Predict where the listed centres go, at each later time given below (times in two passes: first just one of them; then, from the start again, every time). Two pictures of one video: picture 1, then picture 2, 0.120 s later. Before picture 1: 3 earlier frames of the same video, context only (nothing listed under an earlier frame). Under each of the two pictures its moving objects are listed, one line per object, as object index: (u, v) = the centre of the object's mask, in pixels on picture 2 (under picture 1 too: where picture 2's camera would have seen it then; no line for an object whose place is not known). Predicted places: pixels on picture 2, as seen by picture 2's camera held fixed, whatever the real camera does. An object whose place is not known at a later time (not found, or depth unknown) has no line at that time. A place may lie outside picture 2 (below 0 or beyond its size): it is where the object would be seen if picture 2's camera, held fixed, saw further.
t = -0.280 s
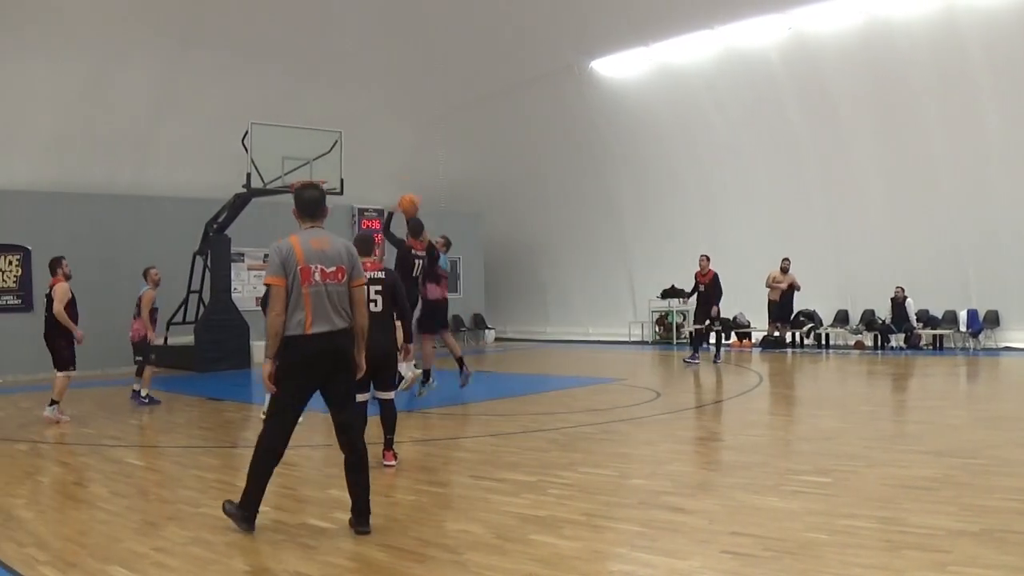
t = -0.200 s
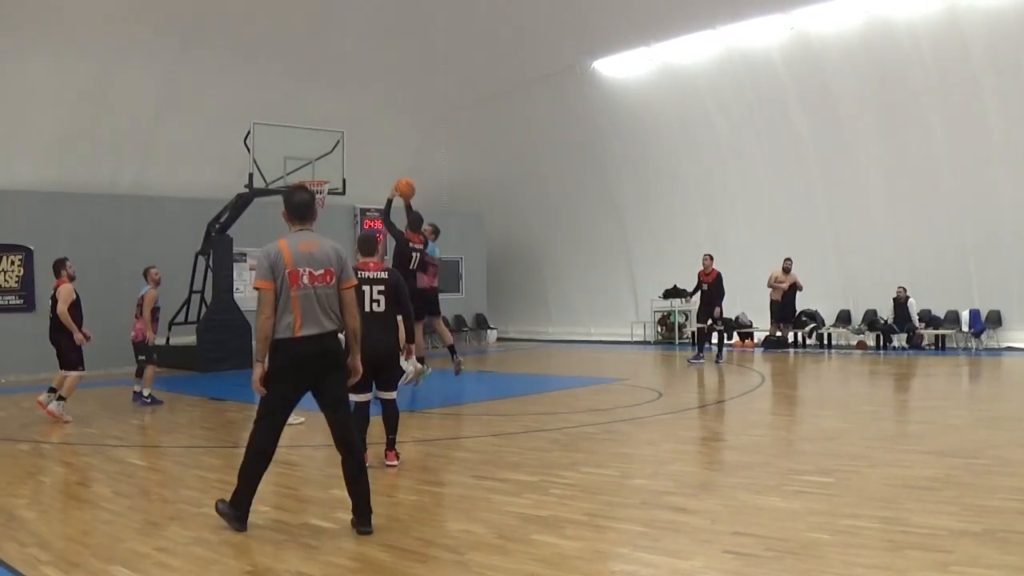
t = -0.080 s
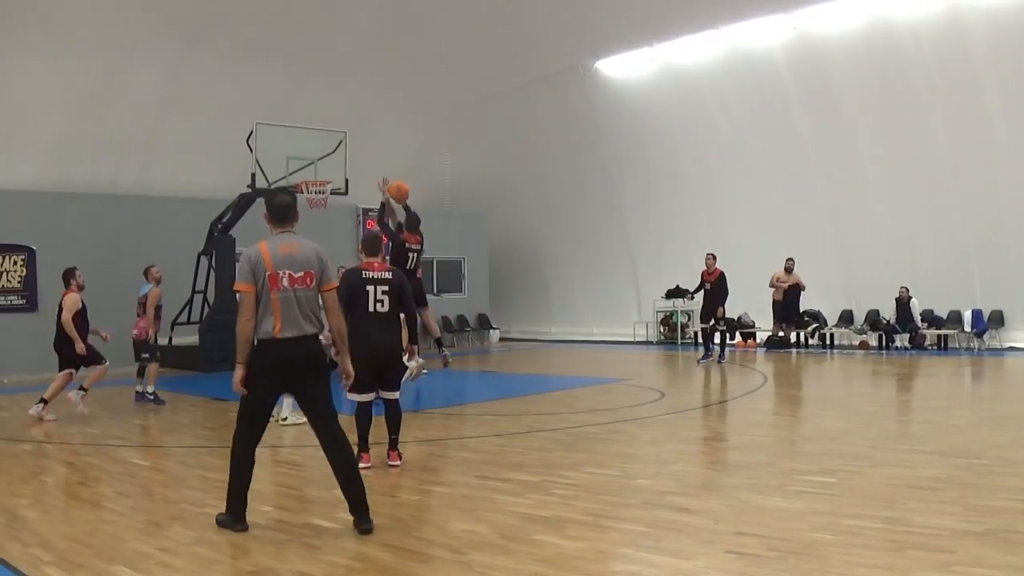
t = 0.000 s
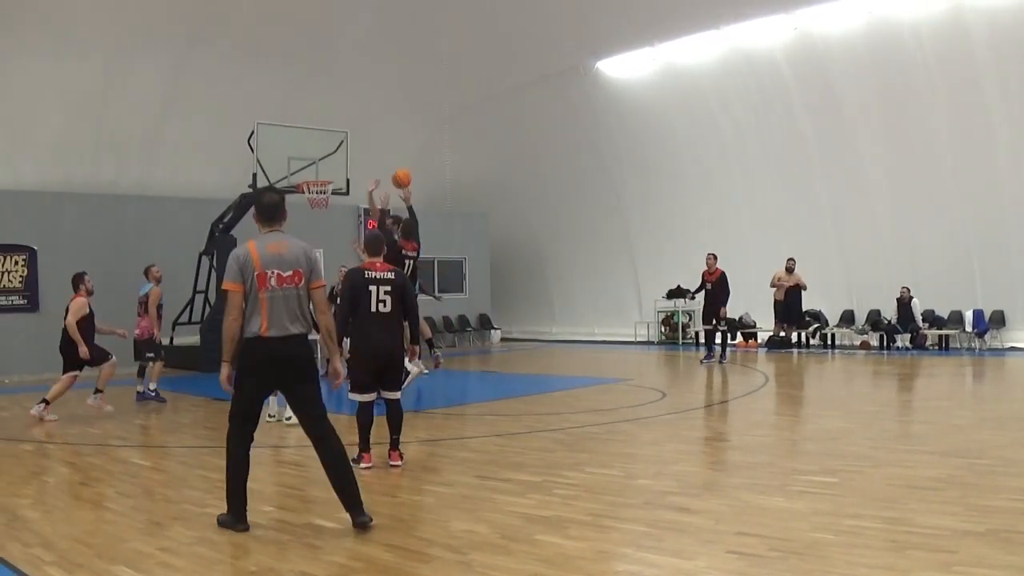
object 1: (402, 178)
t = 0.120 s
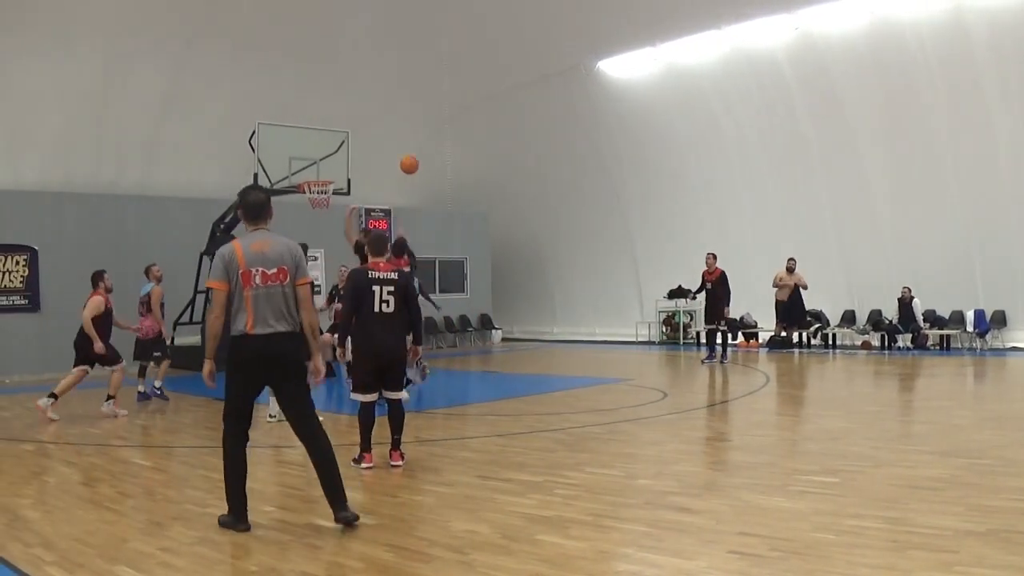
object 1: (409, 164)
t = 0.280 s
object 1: (418, 163)
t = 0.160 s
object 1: (411, 162)
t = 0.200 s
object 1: (414, 161)
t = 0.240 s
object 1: (416, 162)
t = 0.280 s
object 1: (418, 163)
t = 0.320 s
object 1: (420, 165)
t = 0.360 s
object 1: (422, 169)
